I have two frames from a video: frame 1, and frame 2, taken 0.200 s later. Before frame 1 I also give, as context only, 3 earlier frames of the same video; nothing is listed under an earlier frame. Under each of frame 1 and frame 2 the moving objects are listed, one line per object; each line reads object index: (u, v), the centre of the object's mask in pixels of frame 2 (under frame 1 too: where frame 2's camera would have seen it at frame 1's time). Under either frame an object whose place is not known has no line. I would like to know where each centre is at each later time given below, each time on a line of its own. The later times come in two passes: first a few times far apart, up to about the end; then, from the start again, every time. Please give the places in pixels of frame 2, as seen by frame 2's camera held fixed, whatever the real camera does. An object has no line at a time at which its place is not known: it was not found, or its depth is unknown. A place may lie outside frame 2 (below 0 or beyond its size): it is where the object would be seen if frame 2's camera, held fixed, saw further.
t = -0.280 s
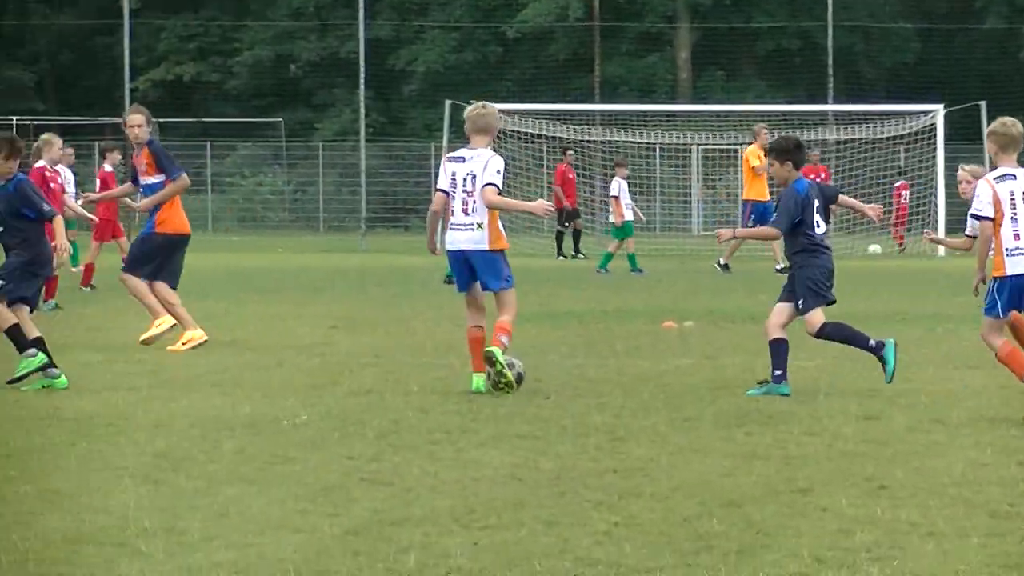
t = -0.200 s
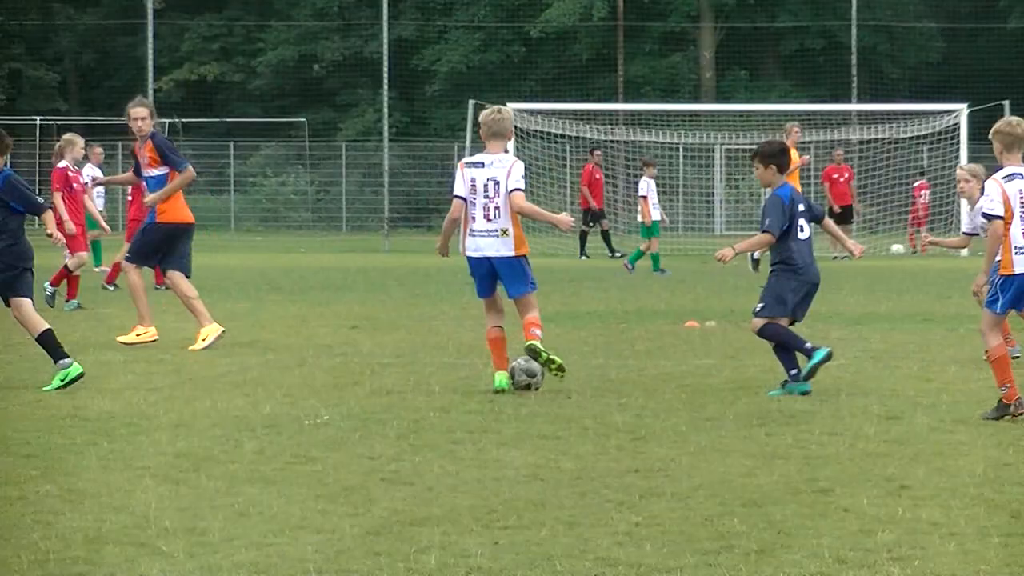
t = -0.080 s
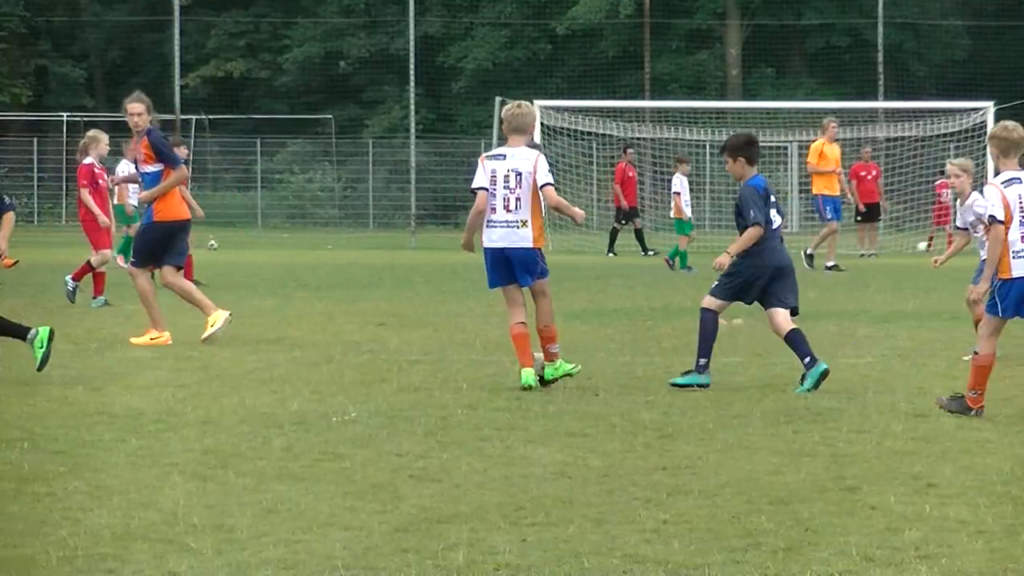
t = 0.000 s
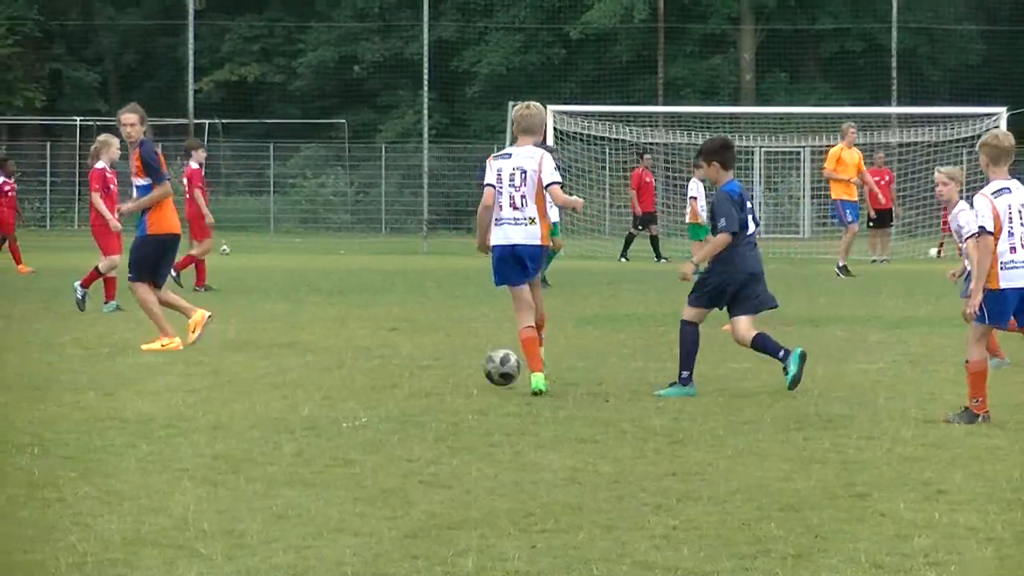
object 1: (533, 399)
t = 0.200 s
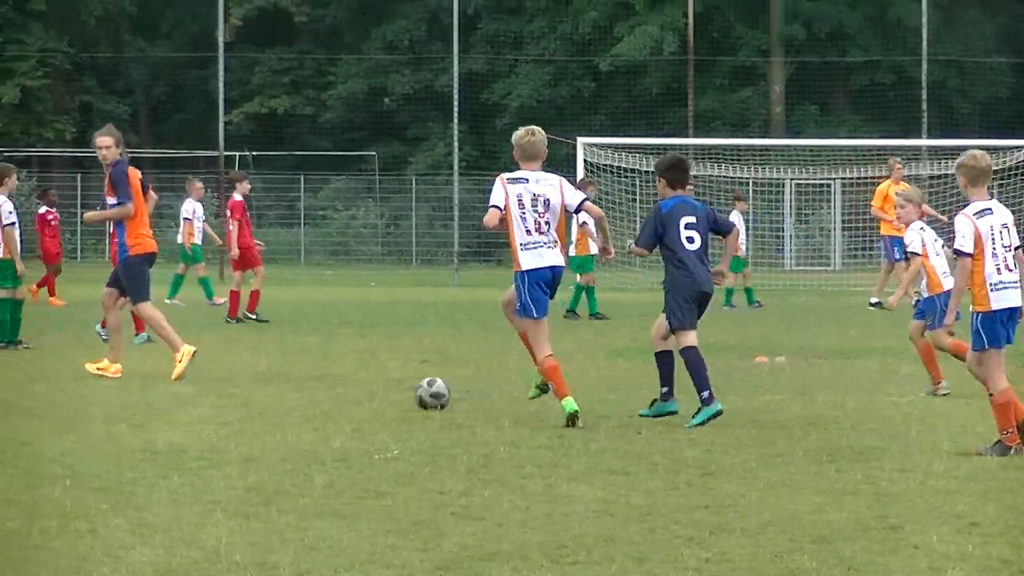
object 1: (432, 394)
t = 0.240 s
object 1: (416, 393)
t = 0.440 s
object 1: (345, 387)
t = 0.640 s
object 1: (280, 382)
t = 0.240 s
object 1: (416, 393)
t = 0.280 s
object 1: (400, 392)
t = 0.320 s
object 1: (386, 390)
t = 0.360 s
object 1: (372, 387)
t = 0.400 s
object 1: (359, 386)
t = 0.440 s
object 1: (345, 387)
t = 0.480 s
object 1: (332, 384)
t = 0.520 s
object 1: (319, 381)
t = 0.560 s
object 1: (306, 381)
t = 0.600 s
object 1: (292, 383)
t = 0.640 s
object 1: (280, 382)
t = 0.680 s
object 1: (267, 380)
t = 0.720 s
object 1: (253, 382)
